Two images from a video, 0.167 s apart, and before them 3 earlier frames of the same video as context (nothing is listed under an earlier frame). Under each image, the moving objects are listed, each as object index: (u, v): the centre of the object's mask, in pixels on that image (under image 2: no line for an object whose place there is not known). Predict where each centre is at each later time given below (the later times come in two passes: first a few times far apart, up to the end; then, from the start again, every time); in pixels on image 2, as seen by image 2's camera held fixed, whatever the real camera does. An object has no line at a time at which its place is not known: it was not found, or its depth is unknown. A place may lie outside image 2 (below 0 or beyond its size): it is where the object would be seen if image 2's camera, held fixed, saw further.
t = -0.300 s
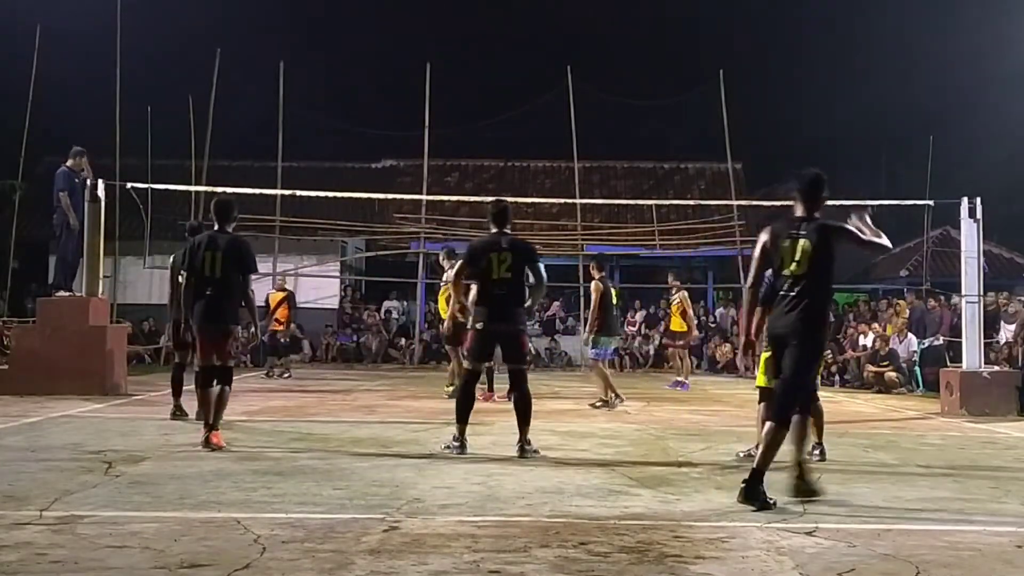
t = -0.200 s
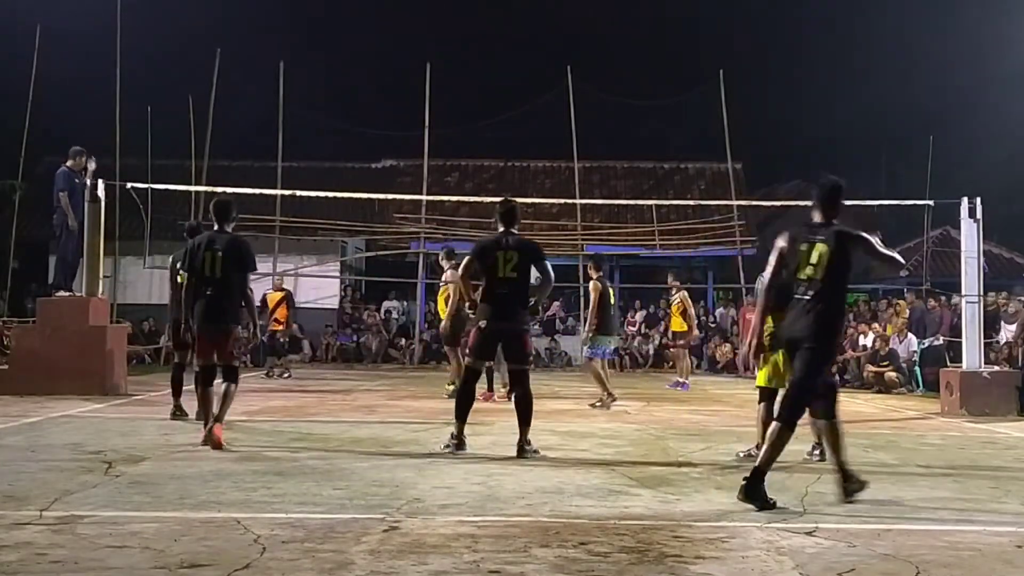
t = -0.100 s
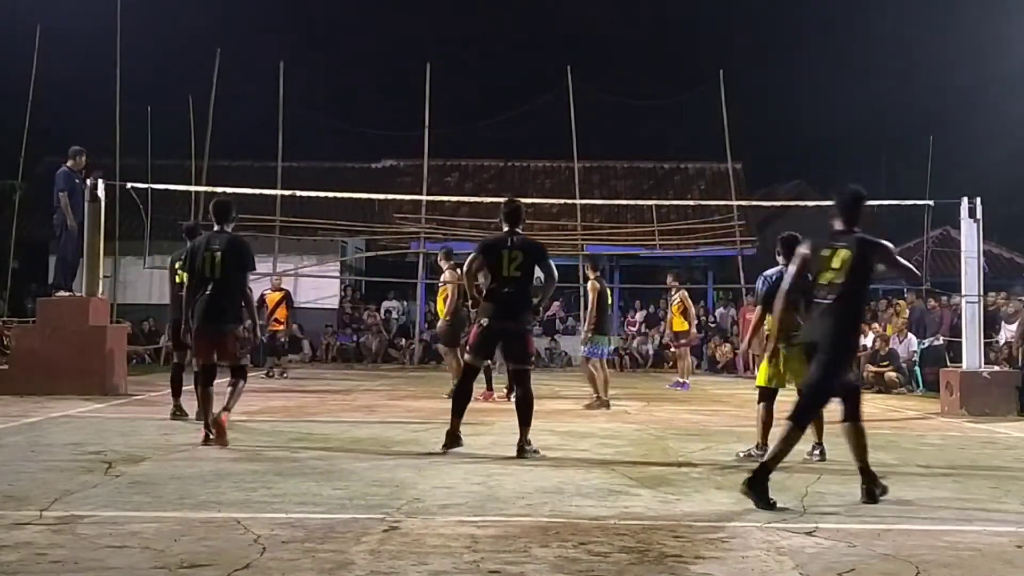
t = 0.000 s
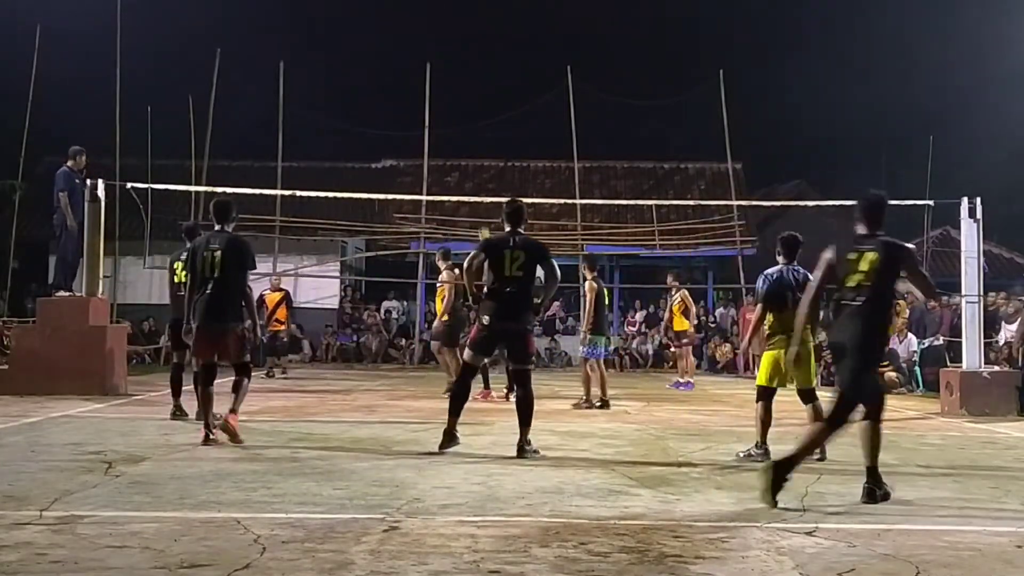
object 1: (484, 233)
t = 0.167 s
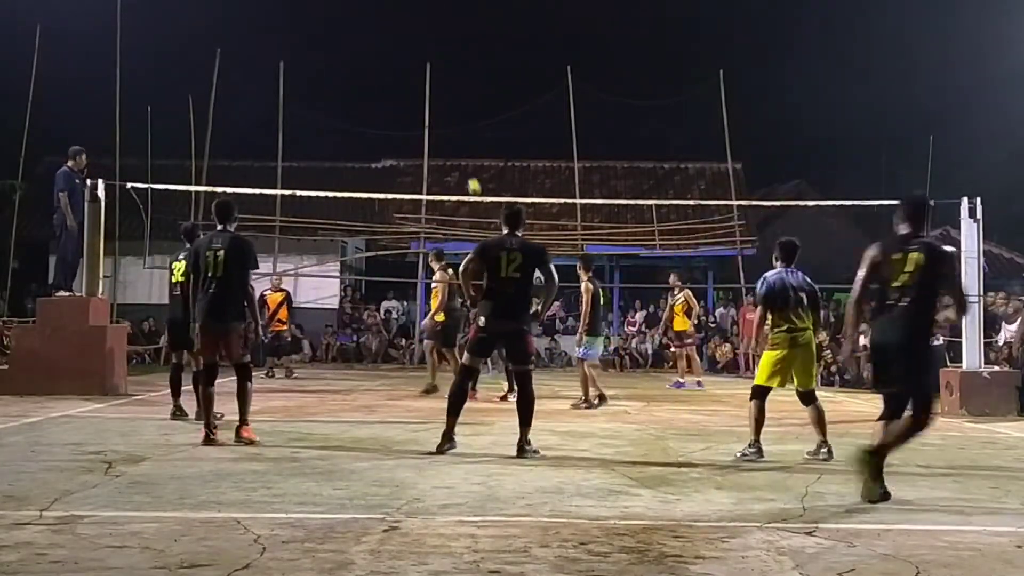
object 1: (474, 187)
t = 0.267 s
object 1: (466, 162)
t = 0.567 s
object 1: (431, 113)
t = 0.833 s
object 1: (389, 112)
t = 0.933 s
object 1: (368, 128)
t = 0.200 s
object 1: (472, 179)
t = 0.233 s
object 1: (469, 170)
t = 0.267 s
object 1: (466, 162)
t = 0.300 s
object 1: (462, 155)
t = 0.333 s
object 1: (459, 148)
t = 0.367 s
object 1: (456, 142)
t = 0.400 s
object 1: (452, 136)
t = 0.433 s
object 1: (448, 130)
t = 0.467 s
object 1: (444, 125)
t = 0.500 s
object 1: (440, 121)
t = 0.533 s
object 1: (436, 117)
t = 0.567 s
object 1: (431, 113)
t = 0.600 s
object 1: (427, 111)
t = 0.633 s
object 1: (423, 109)
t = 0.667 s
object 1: (417, 107)
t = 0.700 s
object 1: (412, 107)
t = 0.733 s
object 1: (407, 107)
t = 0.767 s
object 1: (401, 108)
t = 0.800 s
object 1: (395, 109)
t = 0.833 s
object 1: (389, 112)
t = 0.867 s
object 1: (382, 116)
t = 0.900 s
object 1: (375, 121)
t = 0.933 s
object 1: (368, 128)
